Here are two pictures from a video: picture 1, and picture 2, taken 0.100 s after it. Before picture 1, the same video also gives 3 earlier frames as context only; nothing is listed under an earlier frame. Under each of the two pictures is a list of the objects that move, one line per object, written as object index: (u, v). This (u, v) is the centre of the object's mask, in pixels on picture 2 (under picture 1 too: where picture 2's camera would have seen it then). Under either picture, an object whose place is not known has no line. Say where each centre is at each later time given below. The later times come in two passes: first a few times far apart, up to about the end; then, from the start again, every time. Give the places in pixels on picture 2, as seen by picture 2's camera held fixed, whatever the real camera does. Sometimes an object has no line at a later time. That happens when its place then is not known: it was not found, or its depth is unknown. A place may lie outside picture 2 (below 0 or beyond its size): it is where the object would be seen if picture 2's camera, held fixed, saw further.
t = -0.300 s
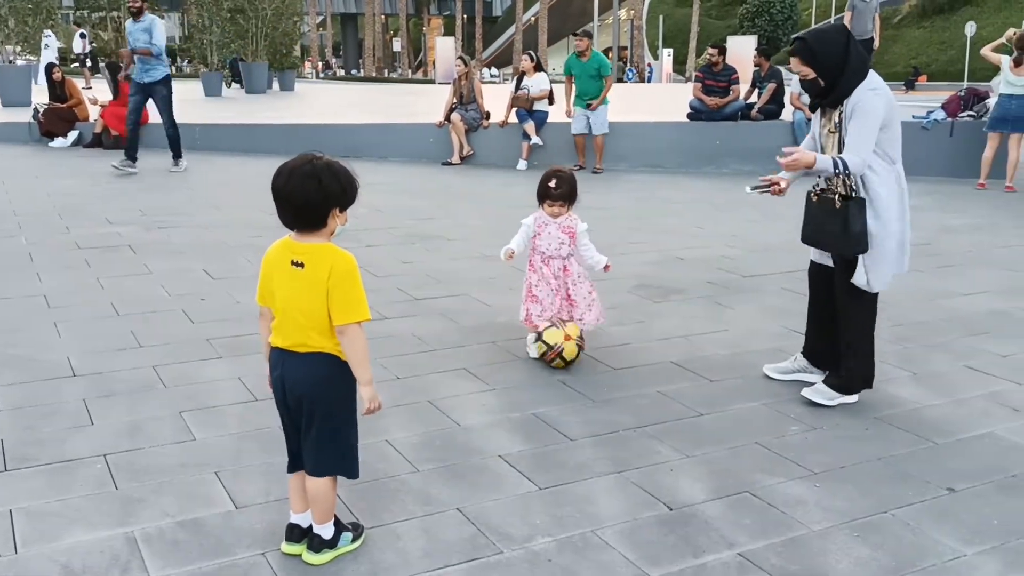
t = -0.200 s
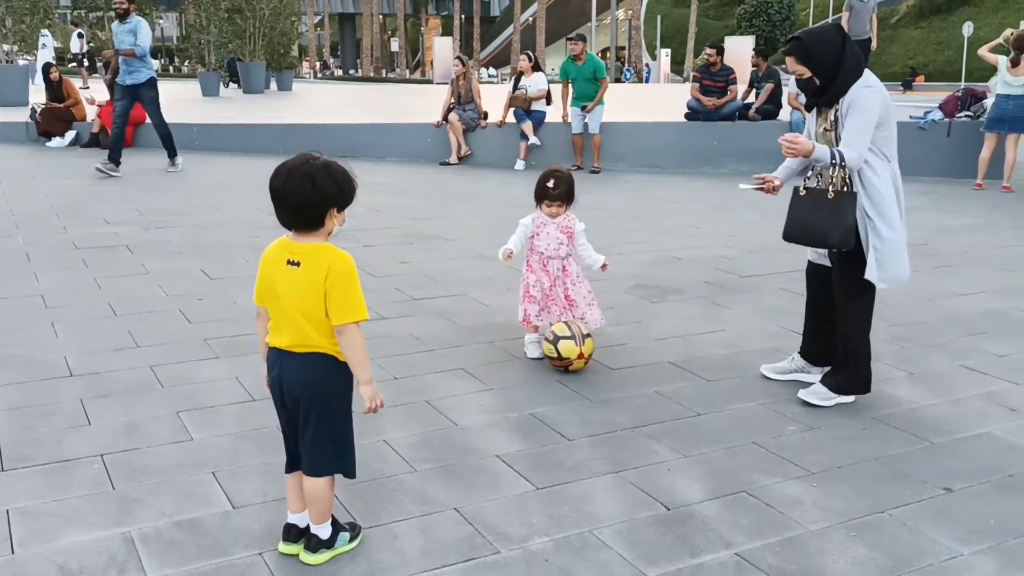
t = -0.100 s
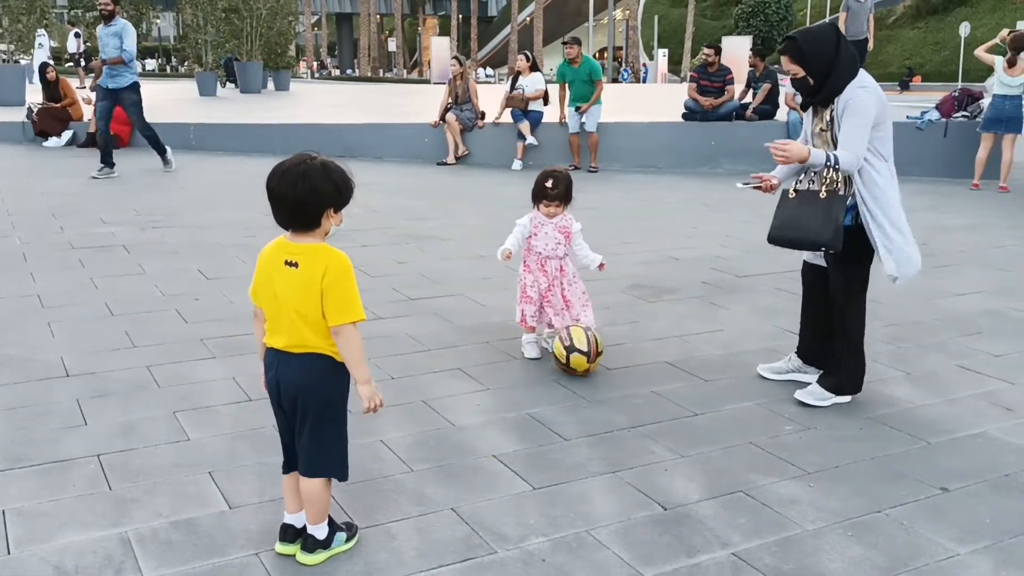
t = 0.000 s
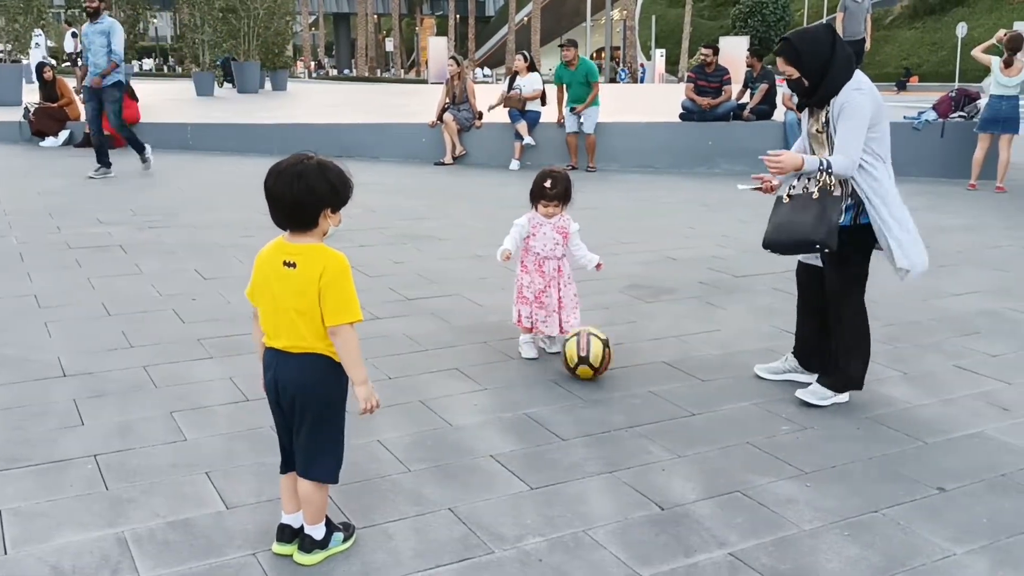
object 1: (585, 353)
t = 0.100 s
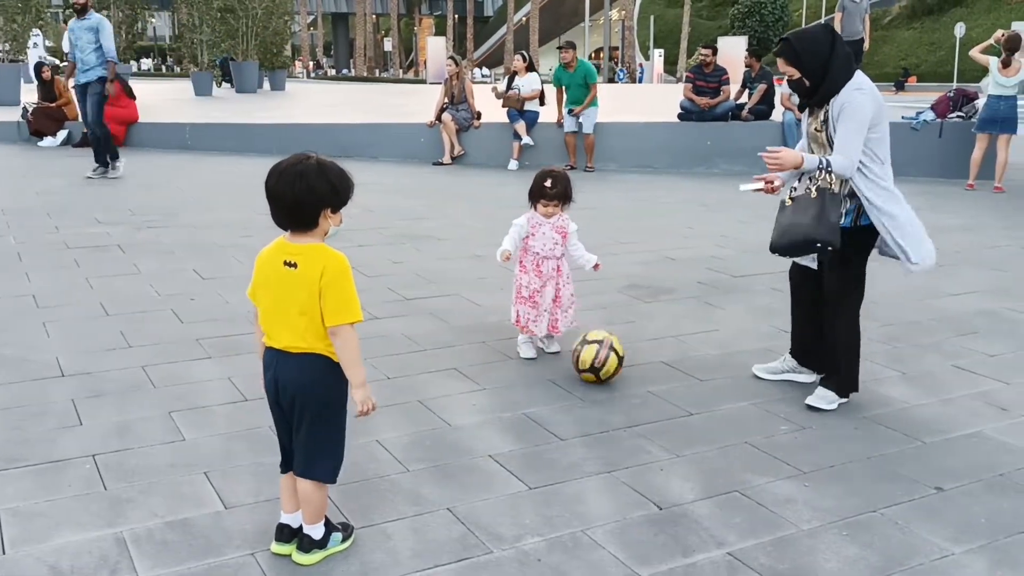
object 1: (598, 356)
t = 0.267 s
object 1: (621, 362)
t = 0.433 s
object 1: (647, 367)
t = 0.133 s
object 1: (602, 358)
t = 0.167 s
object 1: (607, 359)
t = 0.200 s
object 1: (612, 360)
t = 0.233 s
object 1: (616, 361)
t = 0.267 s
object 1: (621, 362)
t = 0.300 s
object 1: (626, 363)
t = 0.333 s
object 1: (631, 364)
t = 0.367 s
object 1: (636, 365)
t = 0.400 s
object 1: (642, 366)
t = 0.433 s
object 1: (647, 367)
